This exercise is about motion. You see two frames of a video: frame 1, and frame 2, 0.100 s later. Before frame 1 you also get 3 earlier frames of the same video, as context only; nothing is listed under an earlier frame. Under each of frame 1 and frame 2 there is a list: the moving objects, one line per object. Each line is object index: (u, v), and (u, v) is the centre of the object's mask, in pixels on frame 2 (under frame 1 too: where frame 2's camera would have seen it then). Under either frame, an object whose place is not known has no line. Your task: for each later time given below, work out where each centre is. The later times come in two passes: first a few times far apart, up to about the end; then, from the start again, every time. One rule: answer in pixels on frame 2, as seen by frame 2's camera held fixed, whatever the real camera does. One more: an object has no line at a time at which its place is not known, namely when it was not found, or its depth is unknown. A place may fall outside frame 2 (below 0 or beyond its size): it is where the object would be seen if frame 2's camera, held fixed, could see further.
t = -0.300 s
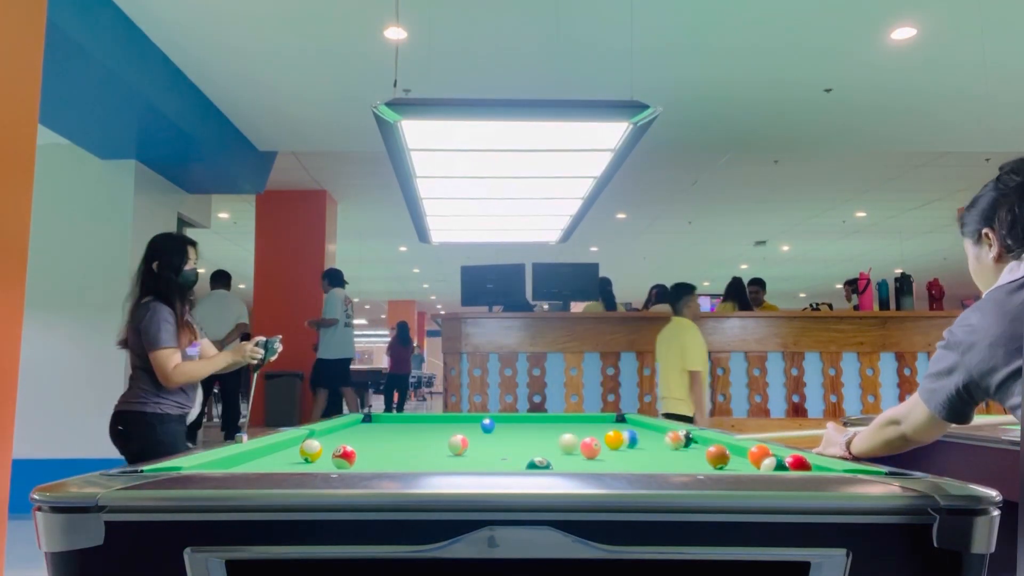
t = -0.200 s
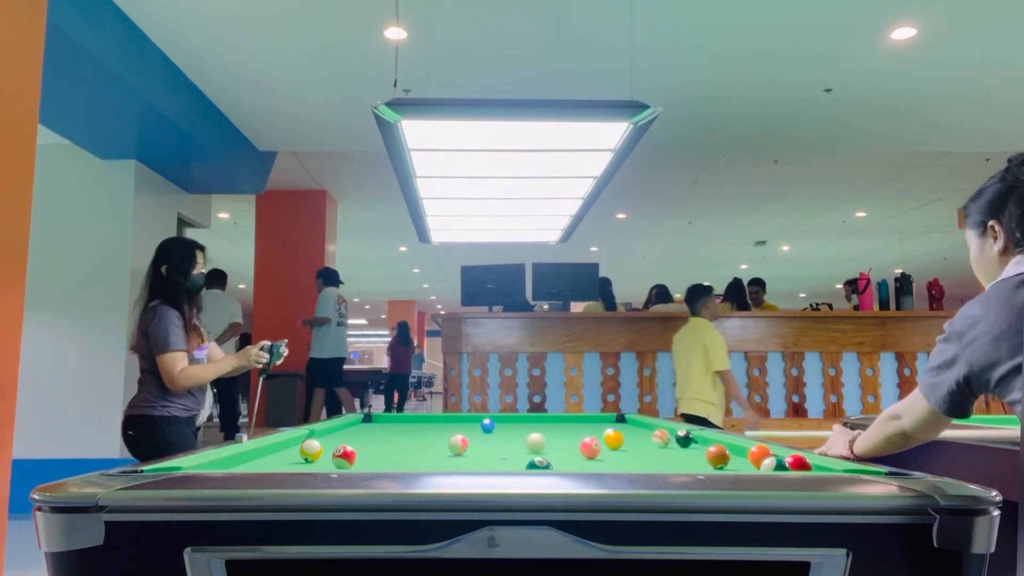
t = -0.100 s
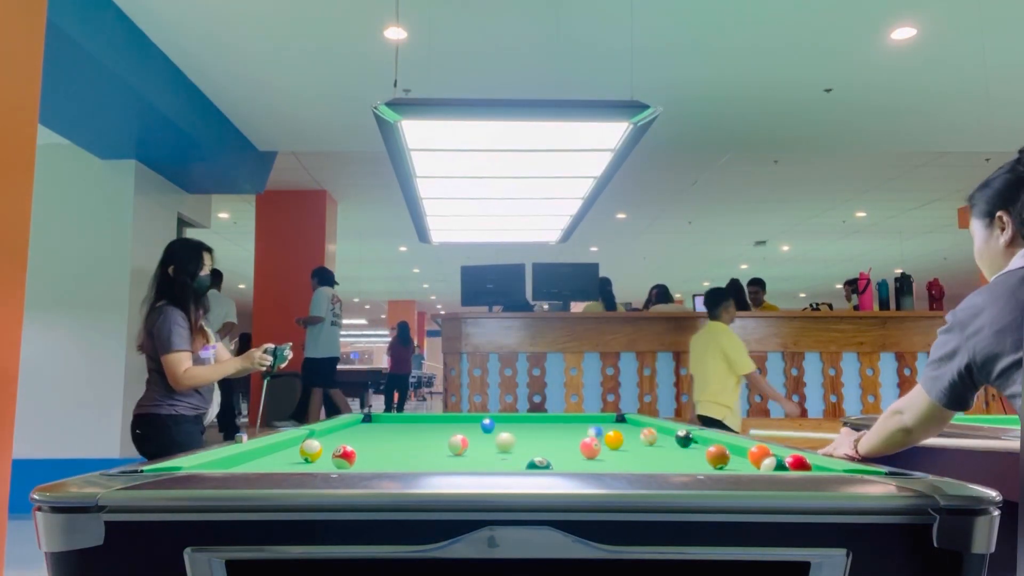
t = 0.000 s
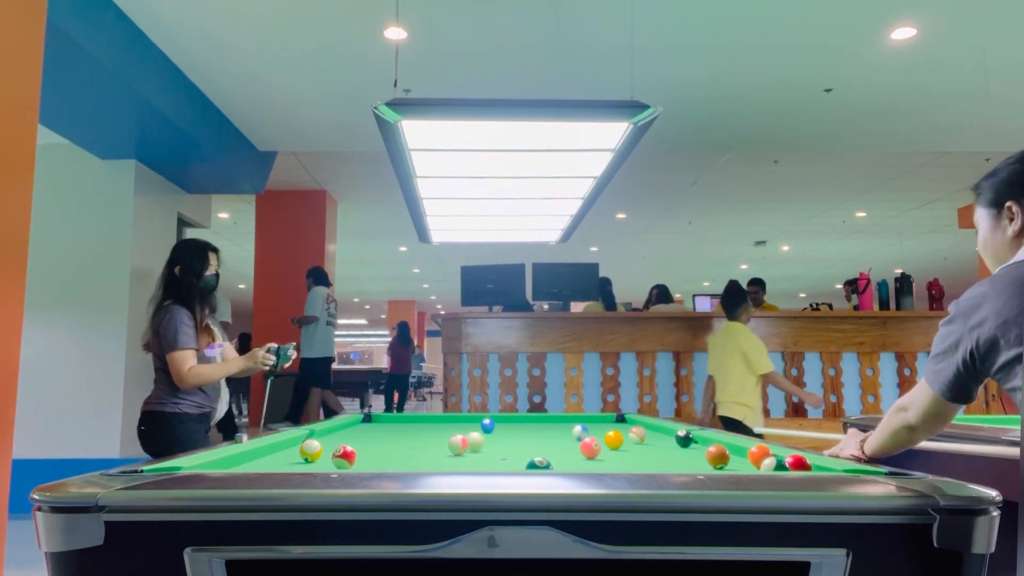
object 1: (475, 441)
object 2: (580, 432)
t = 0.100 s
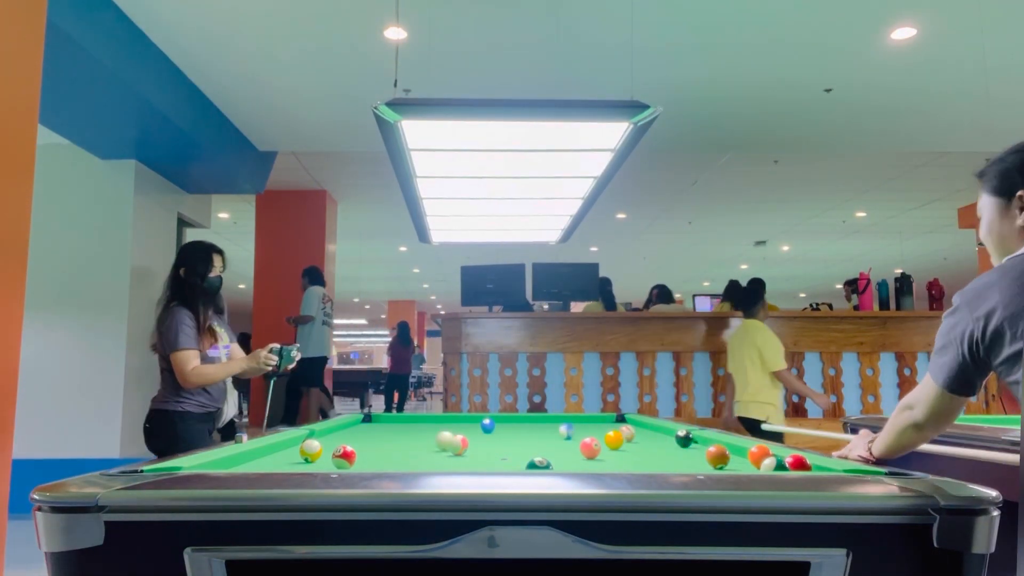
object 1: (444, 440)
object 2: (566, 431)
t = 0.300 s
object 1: (389, 440)
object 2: (541, 429)
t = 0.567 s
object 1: (319, 436)
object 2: (512, 425)
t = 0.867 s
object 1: (338, 438)
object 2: (485, 418)
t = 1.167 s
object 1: (376, 438)
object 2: (463, 419)
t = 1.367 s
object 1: (400, 439)
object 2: (451, 418)
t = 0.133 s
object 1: (435, 440)
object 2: (562, 431)
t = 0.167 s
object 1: (426, 440)
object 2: (557, 430)
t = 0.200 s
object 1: (417, 440)
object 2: (553, 429)
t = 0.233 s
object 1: (407, 440)
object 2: (549, 429)
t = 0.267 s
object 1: (398, 440)
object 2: (545, 429)
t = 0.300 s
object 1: (389, 440)
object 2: (541, 429)
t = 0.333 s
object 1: (380, 439)
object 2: (537, 427)
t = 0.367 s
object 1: (371, 439)
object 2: (533, 427)
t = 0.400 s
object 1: (362, 439)
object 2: (529, 427)
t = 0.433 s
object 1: (354, 438)
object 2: (526, 426)
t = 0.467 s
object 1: (345, 437)
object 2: (523, 426)
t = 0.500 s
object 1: (335, 438)
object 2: (519, 426)
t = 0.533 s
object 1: (327, 438)
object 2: (516, 425)
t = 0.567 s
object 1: (319, 436)
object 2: (512, 425)
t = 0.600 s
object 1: (310, 435)
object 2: (509, 424)
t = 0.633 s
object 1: (306, 435)
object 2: (506, 424)
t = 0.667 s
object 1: (312, 435)
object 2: (503, 424)
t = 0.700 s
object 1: (317, 436)
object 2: (500, 424)
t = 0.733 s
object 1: (322, 436)
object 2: (498, 423)
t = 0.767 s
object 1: (326, 438)
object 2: (496, 422)
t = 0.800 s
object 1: (329, 438)
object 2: (495, 421)
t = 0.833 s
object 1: (333, 438)
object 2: (492, 419)
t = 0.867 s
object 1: (338, 438)
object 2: (485, 418)
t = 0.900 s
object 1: (342, 437)
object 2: (480, 420)
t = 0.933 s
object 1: (346, 437)
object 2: (479, 420)
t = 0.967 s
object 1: (351, 437)
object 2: (477, 420)
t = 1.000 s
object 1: (356, 438)
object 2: (475, 421)
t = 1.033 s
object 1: (359, 438)
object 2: (473, 420)
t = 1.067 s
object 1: (363, 438)
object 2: (471, 420)
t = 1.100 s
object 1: (368, 439)
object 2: (468, 420)
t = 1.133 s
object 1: (371, 438)
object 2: (465, 419)
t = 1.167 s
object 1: (376, 438)
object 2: (463, 419)
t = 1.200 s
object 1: (379, 439)
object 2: (461, 419)
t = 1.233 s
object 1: (384, 438)
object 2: (459, 419)
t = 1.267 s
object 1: (388, 439)
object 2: (457, 418)
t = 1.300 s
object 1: (392, 439)
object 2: (455, 418)
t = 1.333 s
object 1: (396, 439)
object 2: (453, 418)
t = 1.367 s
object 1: (400, 439)
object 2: (451, 418)
